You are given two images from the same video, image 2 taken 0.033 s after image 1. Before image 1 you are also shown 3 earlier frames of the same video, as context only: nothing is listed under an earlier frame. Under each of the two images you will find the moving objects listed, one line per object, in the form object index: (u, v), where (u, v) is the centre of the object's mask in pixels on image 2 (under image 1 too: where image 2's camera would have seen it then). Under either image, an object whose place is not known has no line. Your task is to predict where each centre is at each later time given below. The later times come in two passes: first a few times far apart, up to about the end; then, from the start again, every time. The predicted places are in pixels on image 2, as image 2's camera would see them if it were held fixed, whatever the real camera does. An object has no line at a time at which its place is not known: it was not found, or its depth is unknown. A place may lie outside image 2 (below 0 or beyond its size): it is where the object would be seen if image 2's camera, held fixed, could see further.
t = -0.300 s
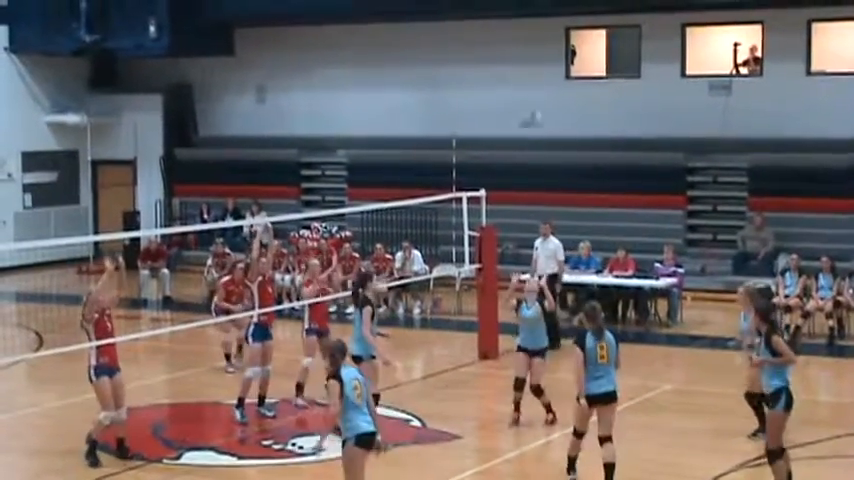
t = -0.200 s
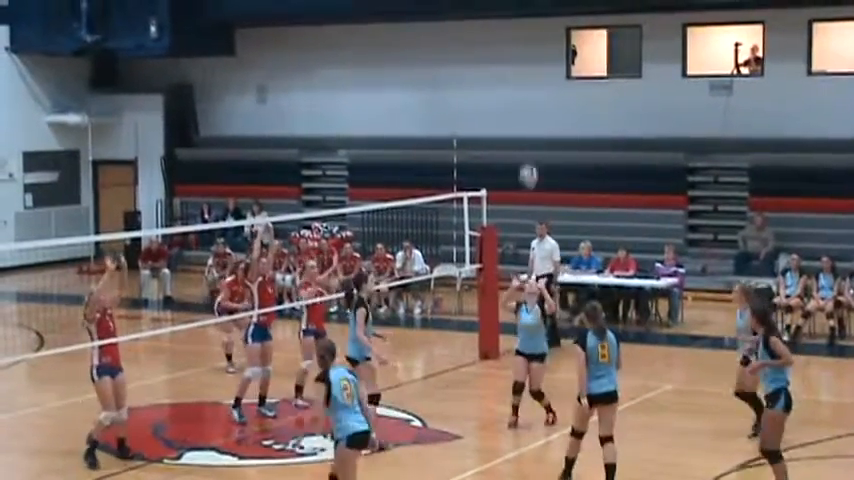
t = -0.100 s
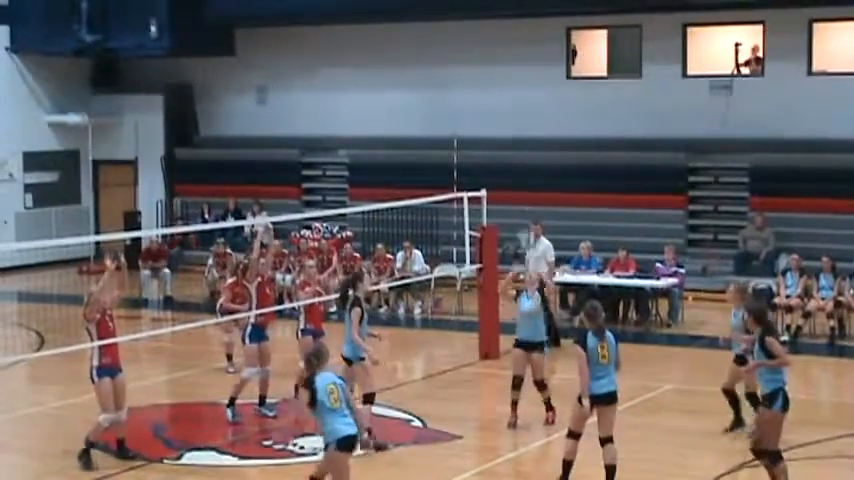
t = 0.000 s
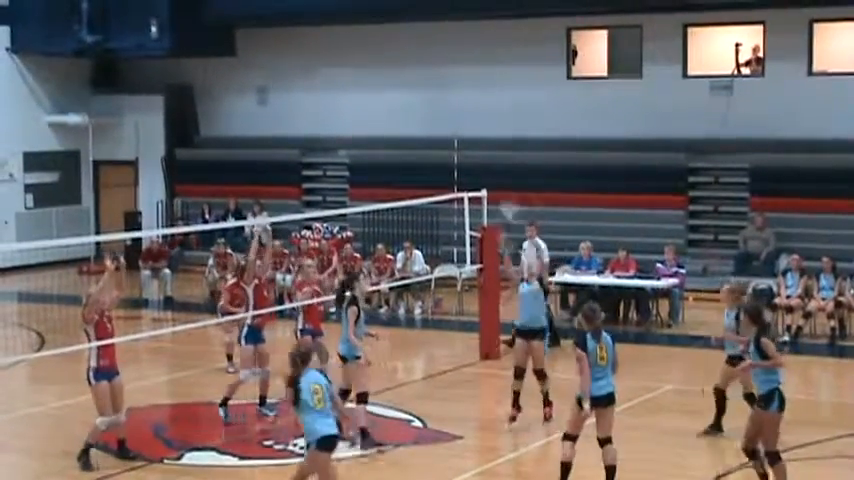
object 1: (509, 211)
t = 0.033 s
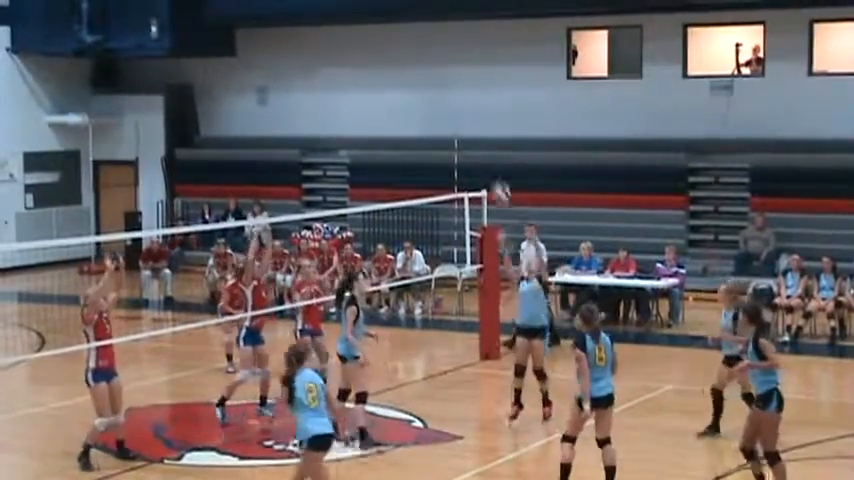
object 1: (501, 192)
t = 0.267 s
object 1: (443, 89)
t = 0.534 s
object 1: (373, 27)
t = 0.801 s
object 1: (299, 37)
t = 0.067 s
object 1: (492, 176)
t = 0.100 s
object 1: (485, 159)
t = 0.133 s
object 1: (476, 144)
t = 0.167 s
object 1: (471, 125)
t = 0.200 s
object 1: (462, 112)
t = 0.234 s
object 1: (456, 99)
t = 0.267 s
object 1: (443, 89)
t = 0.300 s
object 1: (437, 74)
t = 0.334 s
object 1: (425, 65)
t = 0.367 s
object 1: (417, 55)
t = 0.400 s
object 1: (408, 47)
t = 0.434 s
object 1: (399, 39)
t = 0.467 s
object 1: (391, 34)
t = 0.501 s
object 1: (381, 30)
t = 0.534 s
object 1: (373, 27)
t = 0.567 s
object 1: (364, 24)
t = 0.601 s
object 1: (354, 21)
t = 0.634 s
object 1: (346, 21)
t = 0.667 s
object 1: (337, 23)
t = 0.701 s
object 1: (327, 25)
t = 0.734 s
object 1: (318, 28)
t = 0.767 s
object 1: (309, 32)
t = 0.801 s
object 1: (299, 37)
